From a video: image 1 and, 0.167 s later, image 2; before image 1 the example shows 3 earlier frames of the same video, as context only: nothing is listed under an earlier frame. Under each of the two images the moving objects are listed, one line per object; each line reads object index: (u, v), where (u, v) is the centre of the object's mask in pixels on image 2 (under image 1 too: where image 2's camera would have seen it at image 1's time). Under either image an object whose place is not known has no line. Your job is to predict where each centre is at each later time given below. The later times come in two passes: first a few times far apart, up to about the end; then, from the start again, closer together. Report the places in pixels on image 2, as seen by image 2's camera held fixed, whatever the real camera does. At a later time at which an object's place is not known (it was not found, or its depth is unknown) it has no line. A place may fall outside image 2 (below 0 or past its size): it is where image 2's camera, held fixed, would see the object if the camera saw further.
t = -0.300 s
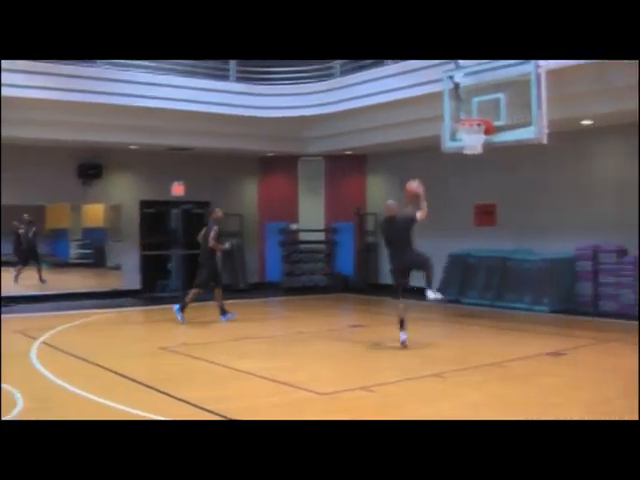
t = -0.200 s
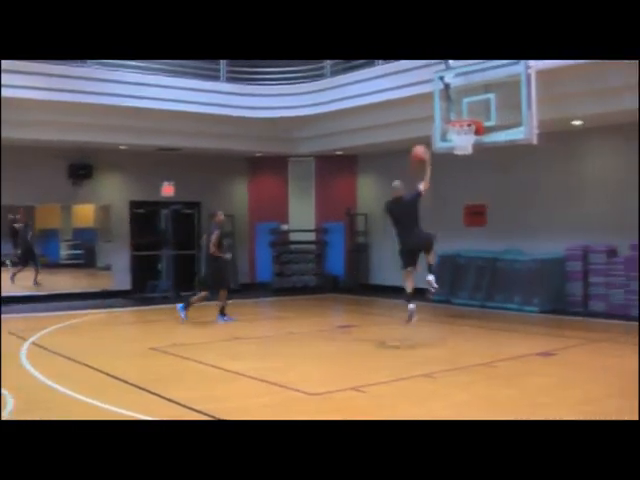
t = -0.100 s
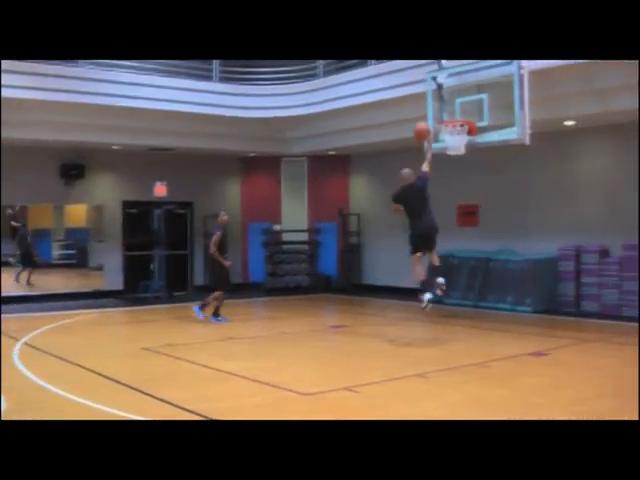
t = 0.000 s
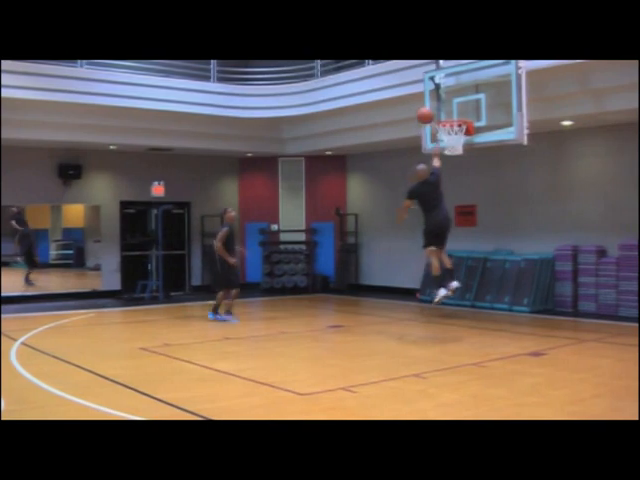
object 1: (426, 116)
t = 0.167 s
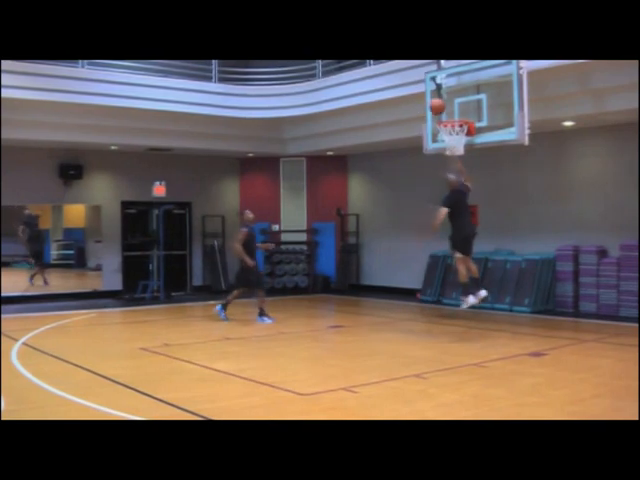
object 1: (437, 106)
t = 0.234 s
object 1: (440, 108)
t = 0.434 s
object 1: (451, 130)
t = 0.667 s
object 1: (458, 146)
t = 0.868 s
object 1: (461, 181)
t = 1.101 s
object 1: (464, 253)
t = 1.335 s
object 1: (465, 307)
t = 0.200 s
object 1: (438, 106)
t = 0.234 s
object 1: (440, 108)
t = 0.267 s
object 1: (442, 110)
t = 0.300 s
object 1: (444, 112)
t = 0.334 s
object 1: (446, 113)
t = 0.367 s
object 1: (447, 116)
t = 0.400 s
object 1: (450, 119)
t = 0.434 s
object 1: (451, 130)
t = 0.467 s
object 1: (454, 134)
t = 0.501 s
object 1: (454, 132)
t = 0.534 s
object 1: (456, 132)
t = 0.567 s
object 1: (457, 133)
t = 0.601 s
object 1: (460, 143)
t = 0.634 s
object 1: (459, 146)
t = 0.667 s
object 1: (458, 146)
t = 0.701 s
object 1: (459, 149)
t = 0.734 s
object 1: (460, 151)
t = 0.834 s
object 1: (461, 174)
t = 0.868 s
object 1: (461, 181)
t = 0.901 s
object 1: (462, 189)
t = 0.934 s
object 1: (462, 198)
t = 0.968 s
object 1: (462, 208)
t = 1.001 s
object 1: (463, 217)
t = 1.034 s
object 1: (463, 229)
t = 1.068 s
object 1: (464, 241)
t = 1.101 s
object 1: (464, 253)
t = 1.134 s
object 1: (465, 266)
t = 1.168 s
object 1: (465, 281)
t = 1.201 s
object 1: (465, 296)
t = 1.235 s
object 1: (465, 311)
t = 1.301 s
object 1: (465, 315)
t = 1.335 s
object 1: (465, 307)
